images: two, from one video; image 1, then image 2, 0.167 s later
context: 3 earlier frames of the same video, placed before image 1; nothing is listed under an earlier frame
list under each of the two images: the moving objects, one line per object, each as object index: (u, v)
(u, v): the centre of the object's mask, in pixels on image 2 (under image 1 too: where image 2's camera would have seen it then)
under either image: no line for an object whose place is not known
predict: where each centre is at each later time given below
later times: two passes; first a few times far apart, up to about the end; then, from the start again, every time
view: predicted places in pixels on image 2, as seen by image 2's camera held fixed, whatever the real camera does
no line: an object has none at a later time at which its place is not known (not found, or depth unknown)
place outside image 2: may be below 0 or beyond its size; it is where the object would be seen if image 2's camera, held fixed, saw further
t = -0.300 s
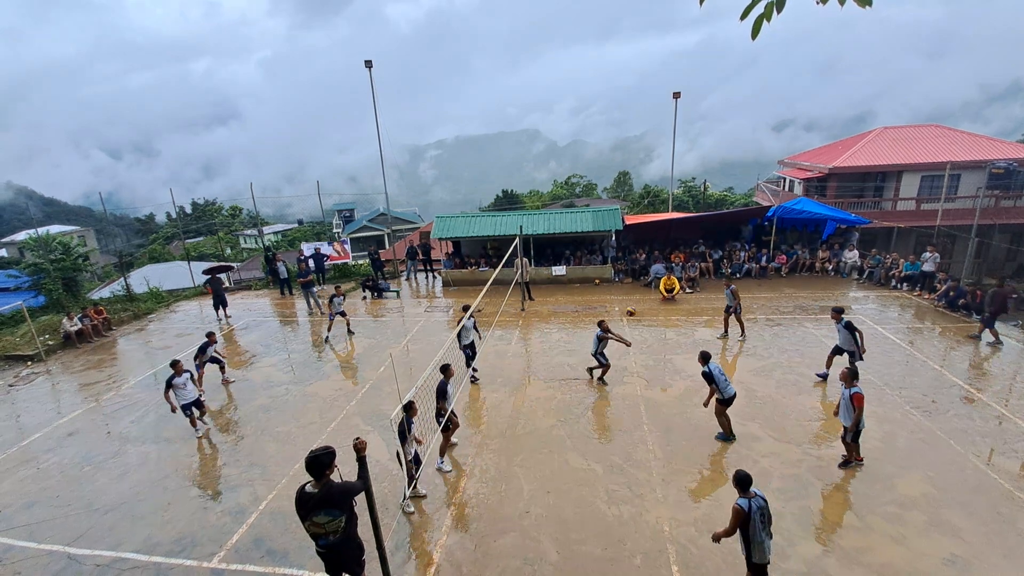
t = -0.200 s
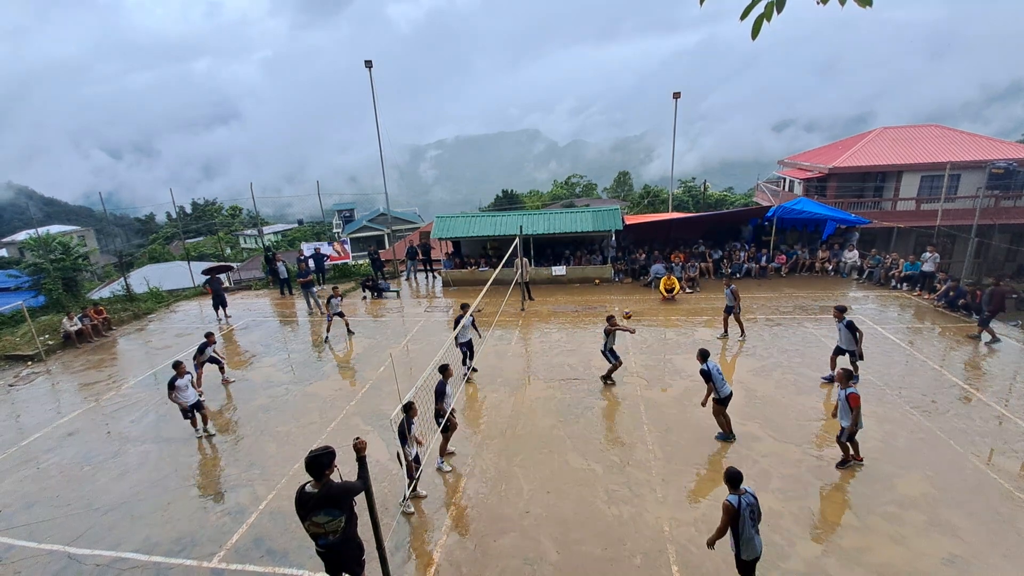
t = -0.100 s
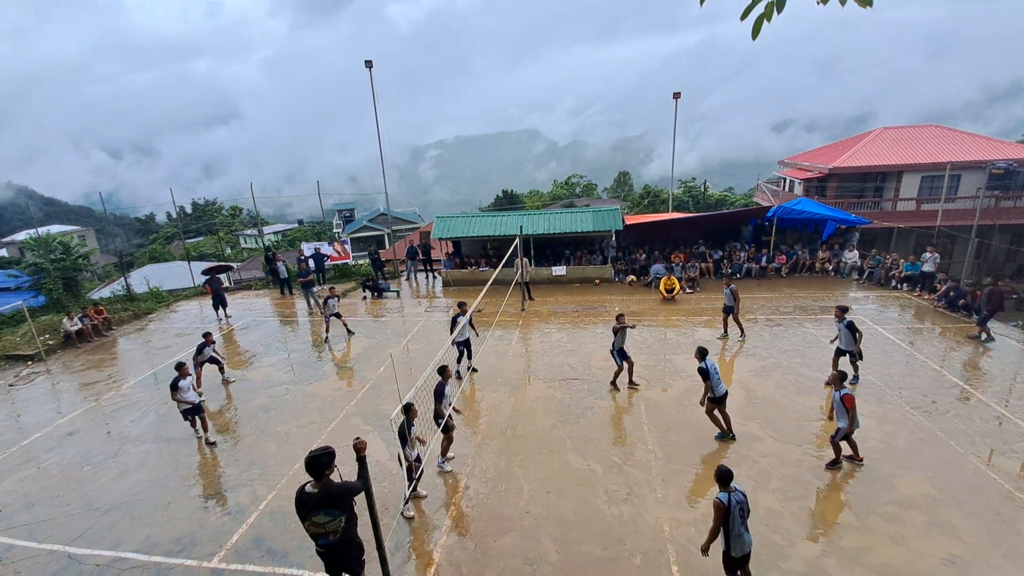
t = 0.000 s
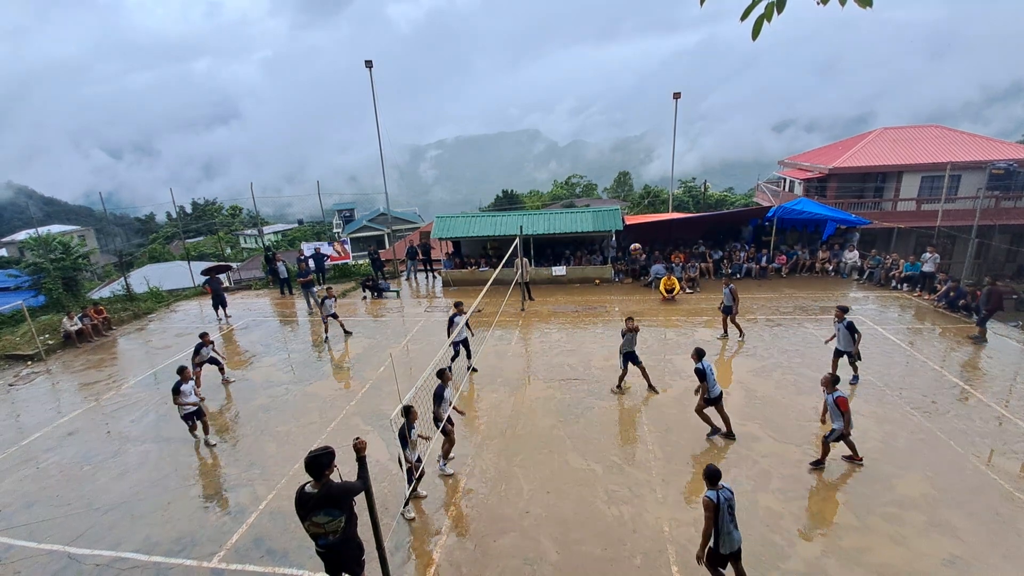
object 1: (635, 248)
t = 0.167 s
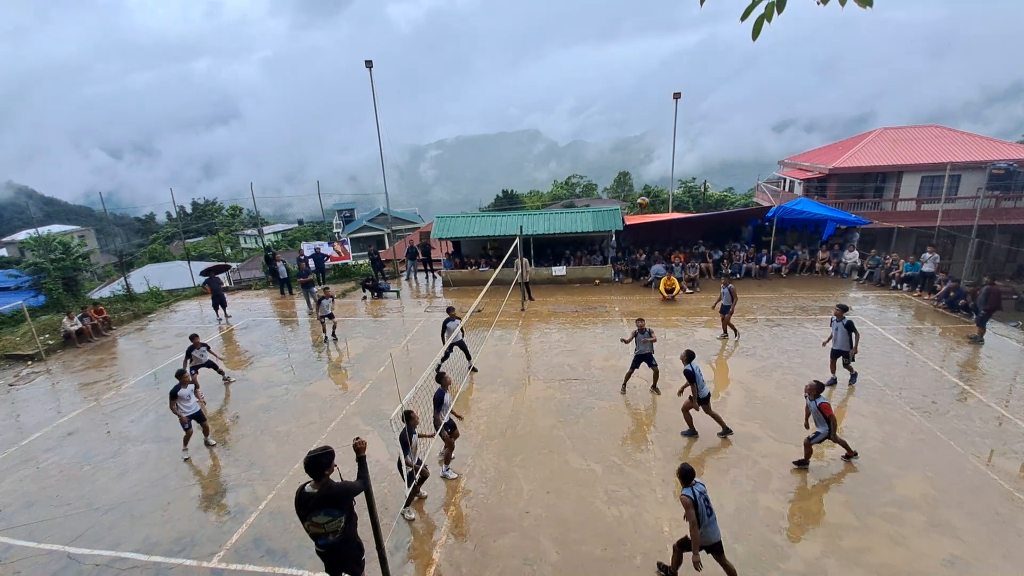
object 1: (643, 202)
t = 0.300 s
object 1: (648, 174)
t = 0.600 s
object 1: (664, 143)
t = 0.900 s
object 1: (679, 174)
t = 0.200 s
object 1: (644, 195)
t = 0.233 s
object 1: (646, 188)
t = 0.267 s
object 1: (647, 182)
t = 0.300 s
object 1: (648, 174)
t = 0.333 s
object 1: (650, 168)
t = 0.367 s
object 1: (652, 163)
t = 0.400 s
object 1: (654, 158)
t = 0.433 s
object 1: (655, 154)
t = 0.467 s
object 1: (657, 150)
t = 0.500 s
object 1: (659, 147)
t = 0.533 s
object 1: (660, 145)
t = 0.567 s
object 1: (662, 144)
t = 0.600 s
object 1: (664, 143)
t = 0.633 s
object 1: (665, 143)
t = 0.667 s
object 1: (667, 144)
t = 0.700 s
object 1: (668, 146)
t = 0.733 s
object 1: (670, 148)
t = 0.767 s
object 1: (672, 152)
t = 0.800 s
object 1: (674, 156)
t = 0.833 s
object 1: (676, 161)
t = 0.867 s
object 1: (677, 167)
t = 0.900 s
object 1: (679, 174)
